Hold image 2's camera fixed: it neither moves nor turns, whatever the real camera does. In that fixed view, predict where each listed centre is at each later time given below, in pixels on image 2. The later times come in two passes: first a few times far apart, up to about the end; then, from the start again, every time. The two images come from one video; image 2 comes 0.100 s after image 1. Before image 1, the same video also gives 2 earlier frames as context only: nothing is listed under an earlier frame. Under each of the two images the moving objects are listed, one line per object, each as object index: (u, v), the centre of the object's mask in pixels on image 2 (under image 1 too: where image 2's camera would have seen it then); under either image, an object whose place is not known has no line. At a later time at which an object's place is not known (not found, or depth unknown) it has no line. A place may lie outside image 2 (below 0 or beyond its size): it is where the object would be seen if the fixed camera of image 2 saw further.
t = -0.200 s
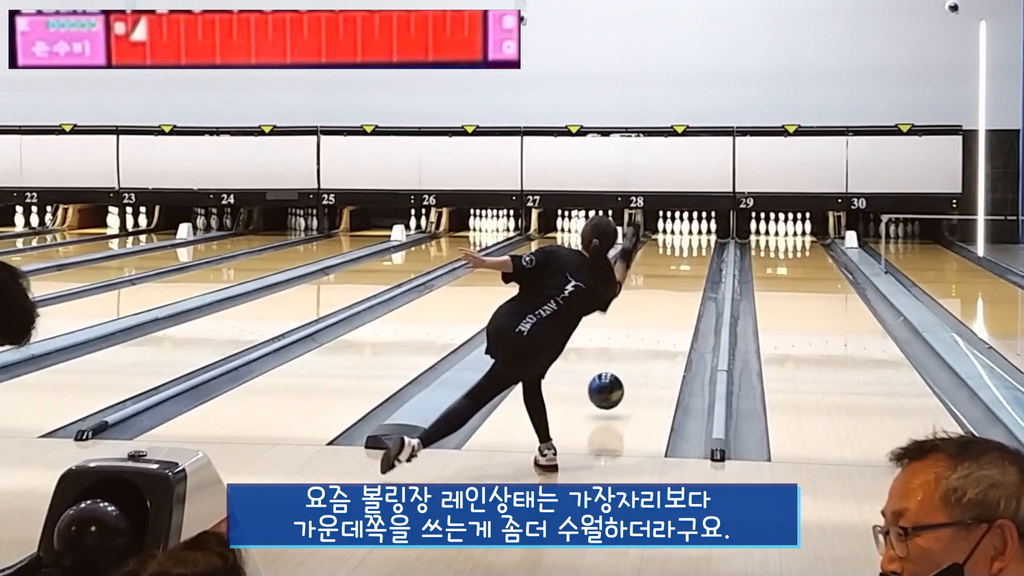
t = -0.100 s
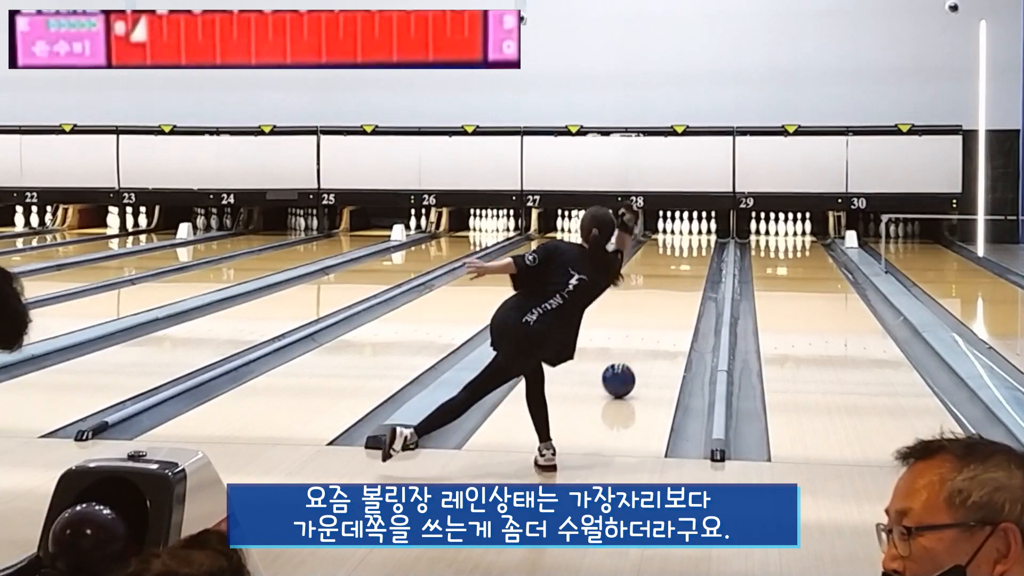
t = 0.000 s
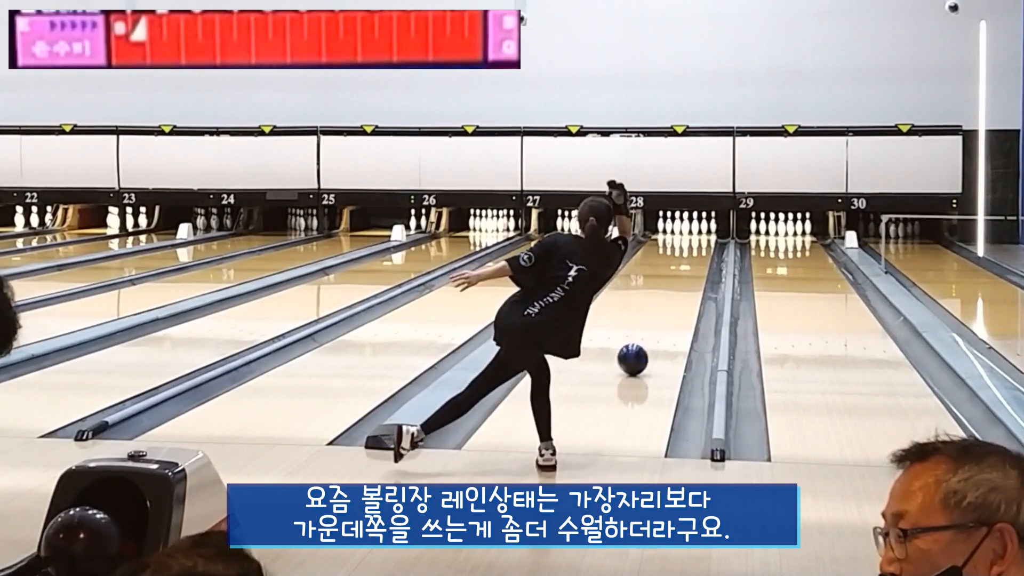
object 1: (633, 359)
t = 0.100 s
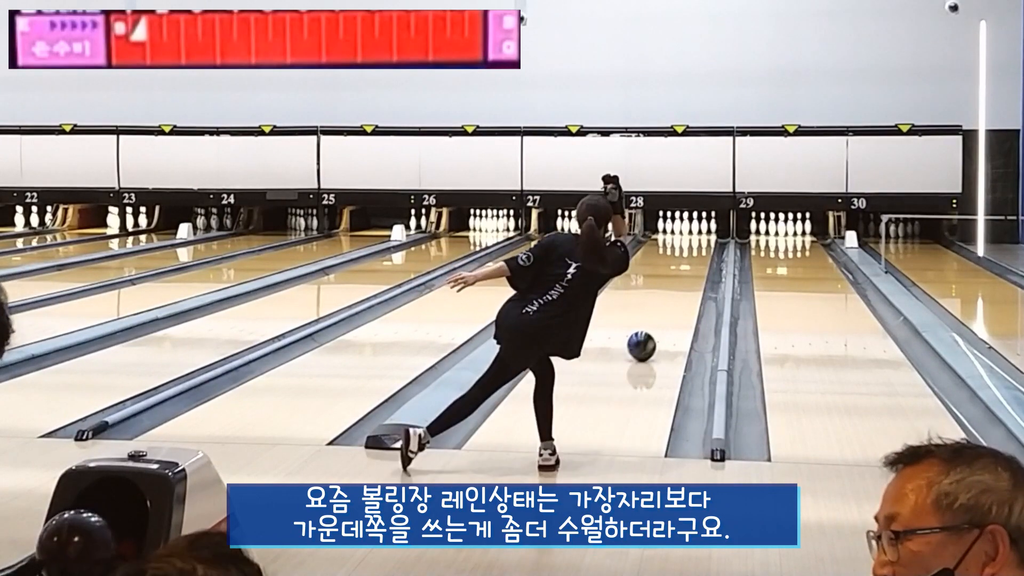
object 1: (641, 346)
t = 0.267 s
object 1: (654, 327)
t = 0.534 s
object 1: (669, 304)
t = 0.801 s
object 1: (681, 286)
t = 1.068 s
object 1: (689, 271)
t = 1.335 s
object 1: (695, 260)
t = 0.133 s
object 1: (644, 342)
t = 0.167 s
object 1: (647, 338)
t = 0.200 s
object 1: (649, 334)
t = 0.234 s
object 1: (652, 331)
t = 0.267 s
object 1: (654, 327)
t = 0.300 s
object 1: (656, 324)
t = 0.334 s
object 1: (658, 321)
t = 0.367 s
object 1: (660, 318)
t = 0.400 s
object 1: (662, 315)
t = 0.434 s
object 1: (664, 312)
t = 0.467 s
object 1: (666, 310)
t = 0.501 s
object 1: (668, 307)
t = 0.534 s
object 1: (669, 304)
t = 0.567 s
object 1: (671, 302)
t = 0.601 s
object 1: (673, 299)
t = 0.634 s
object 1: (674, 297)
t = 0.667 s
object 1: (675, 295)
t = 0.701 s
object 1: (677, 292)
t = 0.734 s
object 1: (678, 290)
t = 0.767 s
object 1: (679, 288)
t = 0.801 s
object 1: (681, 286)
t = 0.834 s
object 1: (682, 284)
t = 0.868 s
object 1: (683, 282)
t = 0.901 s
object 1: (684, 280)
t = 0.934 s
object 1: (685, 278)
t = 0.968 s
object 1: (686, 276)
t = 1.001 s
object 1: (687, 275)
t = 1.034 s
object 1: (688, 273)
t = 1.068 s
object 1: (689, 271)
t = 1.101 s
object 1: (690, 270)
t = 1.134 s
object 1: (691, 268)
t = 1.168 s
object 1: (692, 267)
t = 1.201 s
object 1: (692, 265)
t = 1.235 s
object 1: (693, 264)
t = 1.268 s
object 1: (694, 262)
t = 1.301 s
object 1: (695, 261)
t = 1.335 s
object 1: (695, 260)
